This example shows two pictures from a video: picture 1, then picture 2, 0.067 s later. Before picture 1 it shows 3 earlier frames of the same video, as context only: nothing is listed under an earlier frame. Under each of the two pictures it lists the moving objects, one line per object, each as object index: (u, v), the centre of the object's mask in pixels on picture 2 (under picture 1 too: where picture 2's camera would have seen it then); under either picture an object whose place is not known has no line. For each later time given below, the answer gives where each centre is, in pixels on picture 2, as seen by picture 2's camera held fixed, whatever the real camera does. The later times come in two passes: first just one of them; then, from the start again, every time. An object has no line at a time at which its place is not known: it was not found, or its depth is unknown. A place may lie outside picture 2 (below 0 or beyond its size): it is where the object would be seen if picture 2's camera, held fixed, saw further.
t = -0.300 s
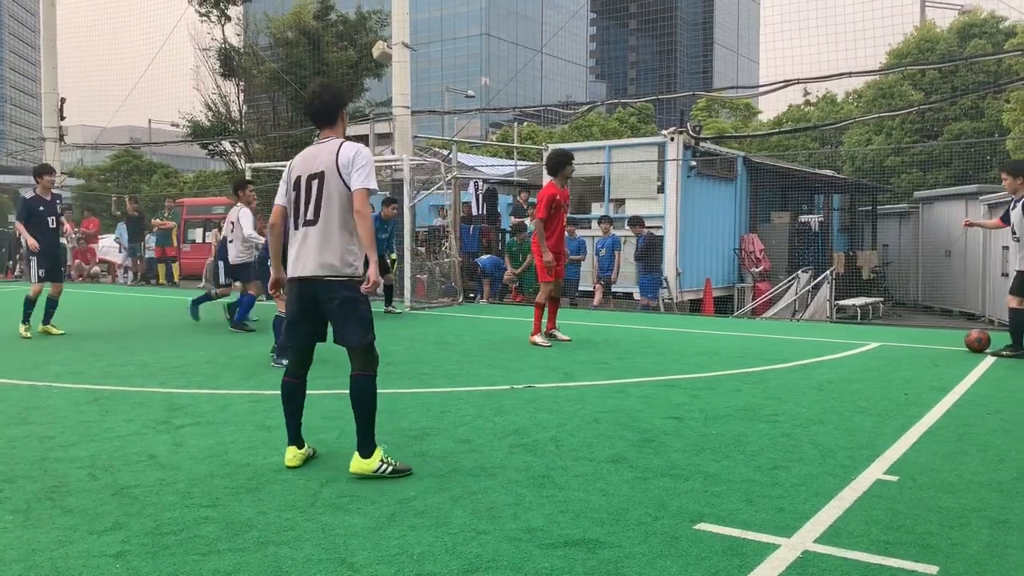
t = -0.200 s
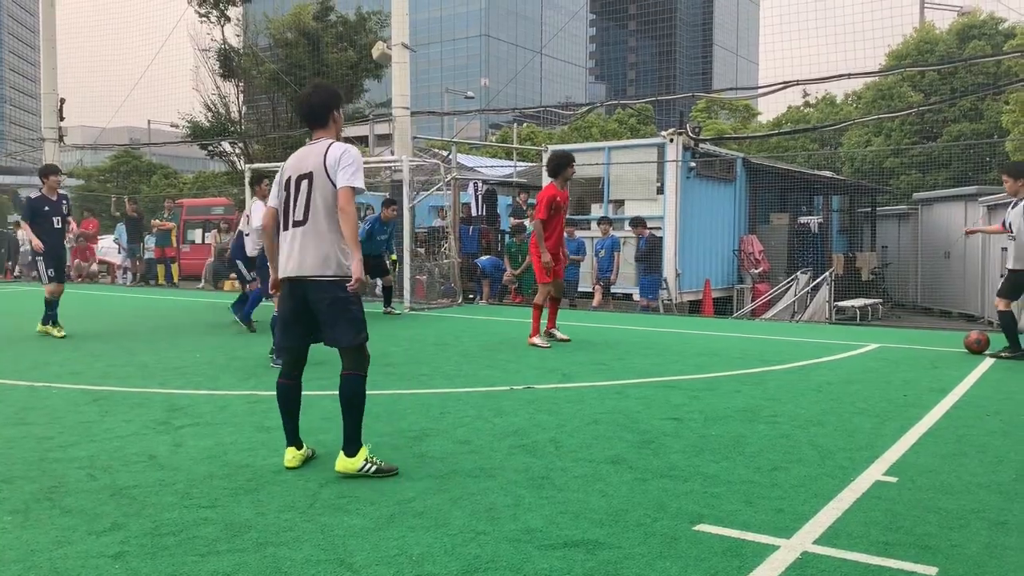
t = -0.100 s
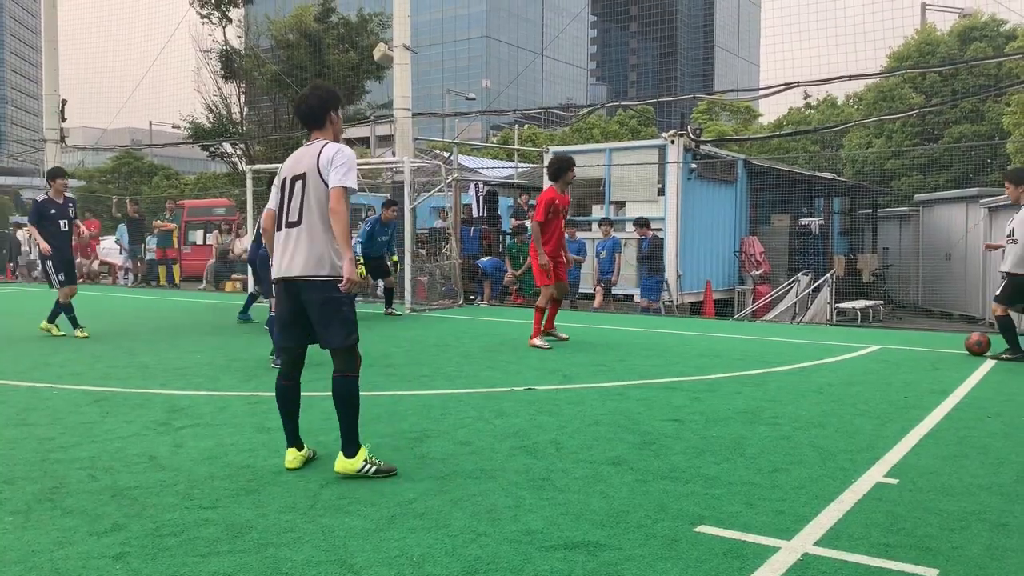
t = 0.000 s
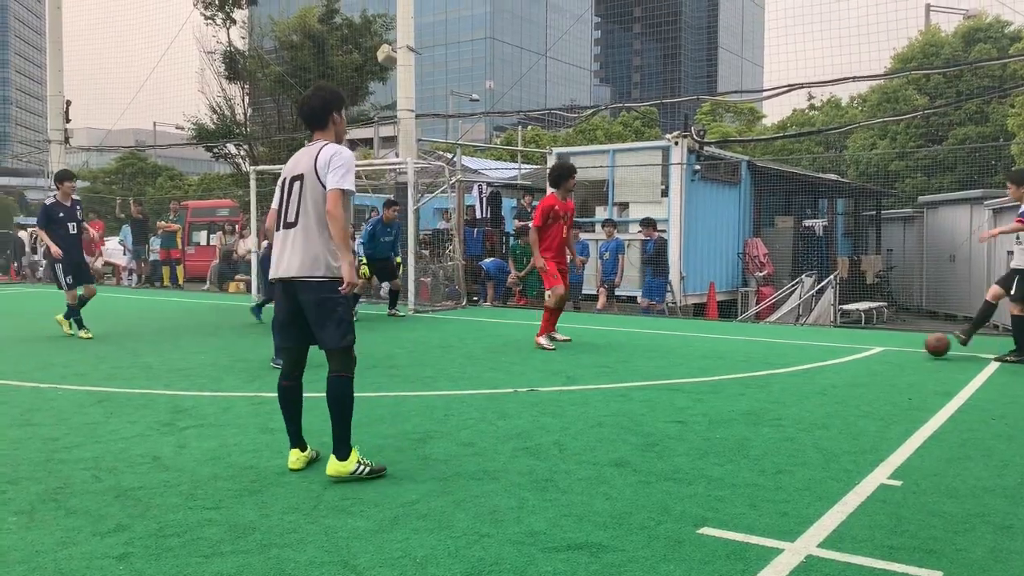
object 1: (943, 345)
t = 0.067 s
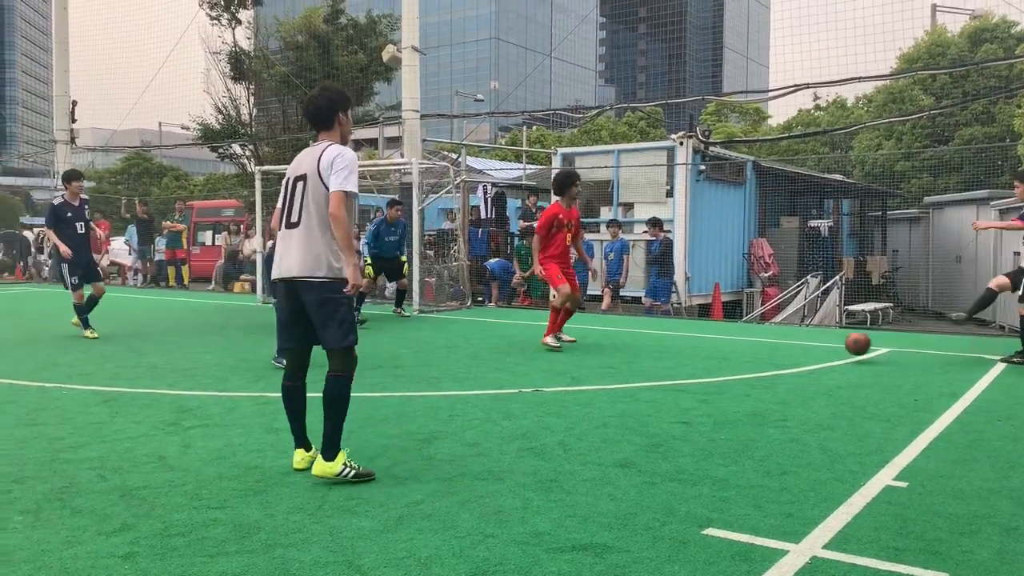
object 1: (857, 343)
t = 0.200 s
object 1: (676, 356)
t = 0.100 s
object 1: (813, 345)
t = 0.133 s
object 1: (768, 348)
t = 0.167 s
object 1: (722, 353)
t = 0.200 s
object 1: (676, 356)
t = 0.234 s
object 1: (633, 355)
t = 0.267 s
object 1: (591, 354)
